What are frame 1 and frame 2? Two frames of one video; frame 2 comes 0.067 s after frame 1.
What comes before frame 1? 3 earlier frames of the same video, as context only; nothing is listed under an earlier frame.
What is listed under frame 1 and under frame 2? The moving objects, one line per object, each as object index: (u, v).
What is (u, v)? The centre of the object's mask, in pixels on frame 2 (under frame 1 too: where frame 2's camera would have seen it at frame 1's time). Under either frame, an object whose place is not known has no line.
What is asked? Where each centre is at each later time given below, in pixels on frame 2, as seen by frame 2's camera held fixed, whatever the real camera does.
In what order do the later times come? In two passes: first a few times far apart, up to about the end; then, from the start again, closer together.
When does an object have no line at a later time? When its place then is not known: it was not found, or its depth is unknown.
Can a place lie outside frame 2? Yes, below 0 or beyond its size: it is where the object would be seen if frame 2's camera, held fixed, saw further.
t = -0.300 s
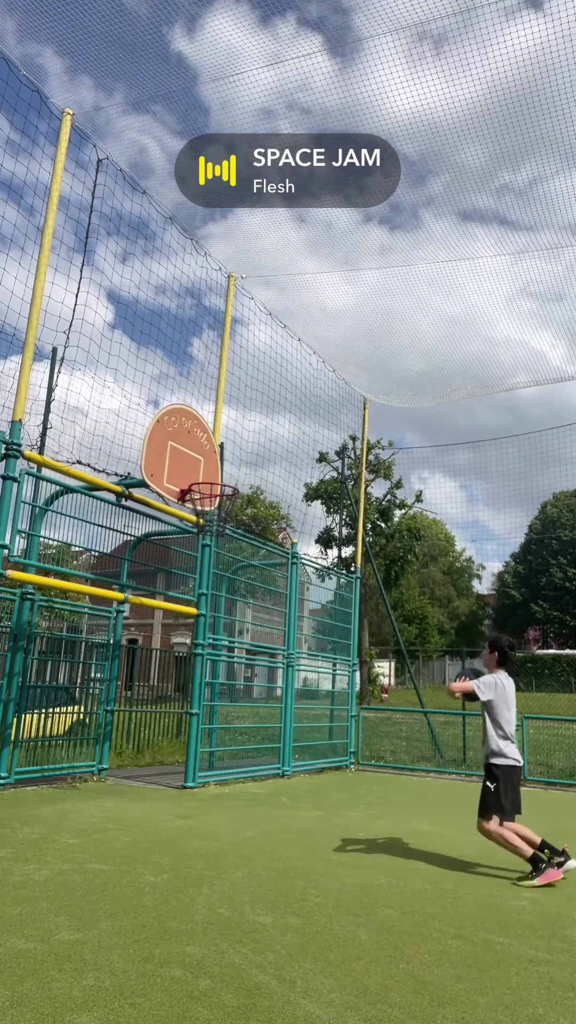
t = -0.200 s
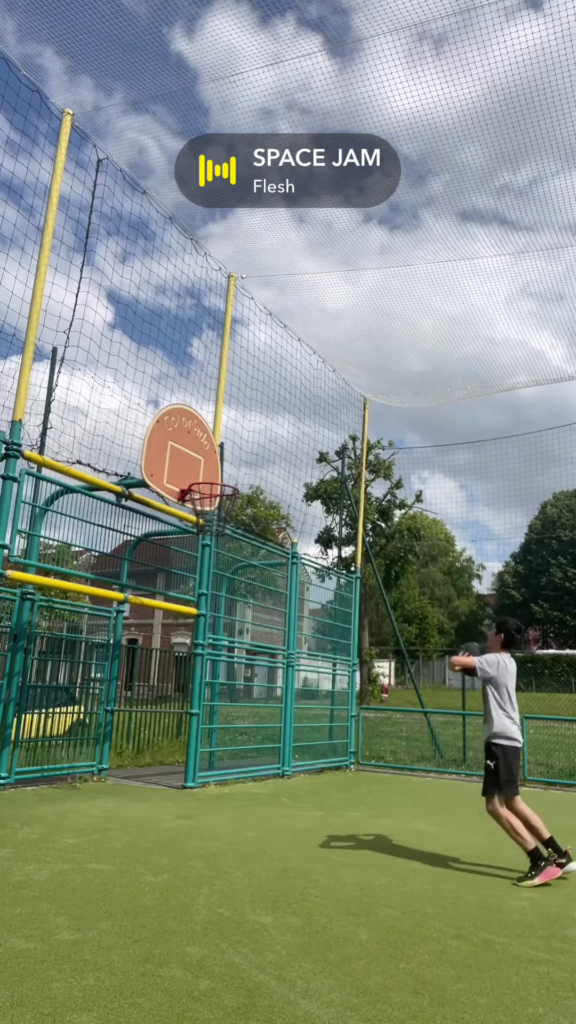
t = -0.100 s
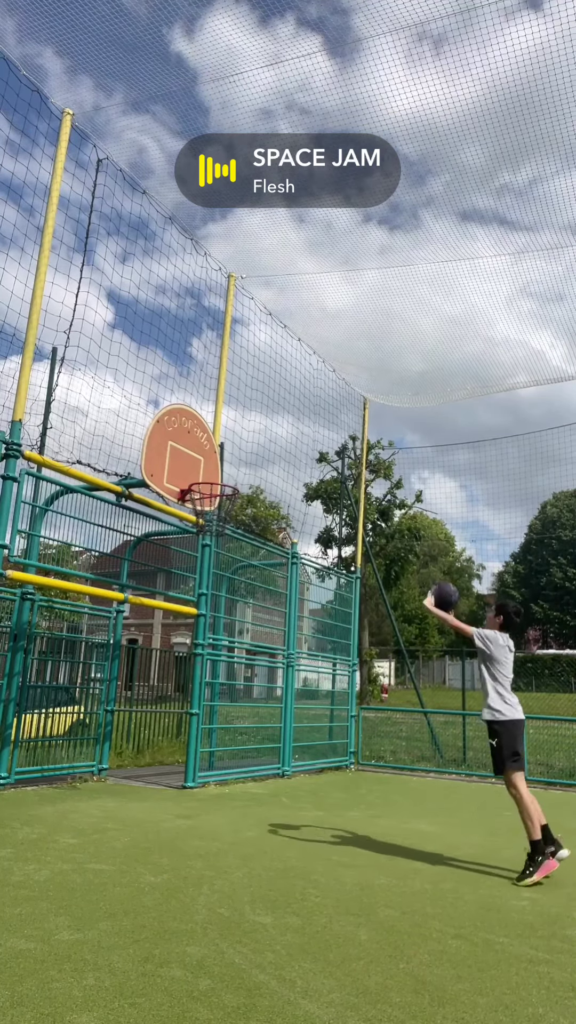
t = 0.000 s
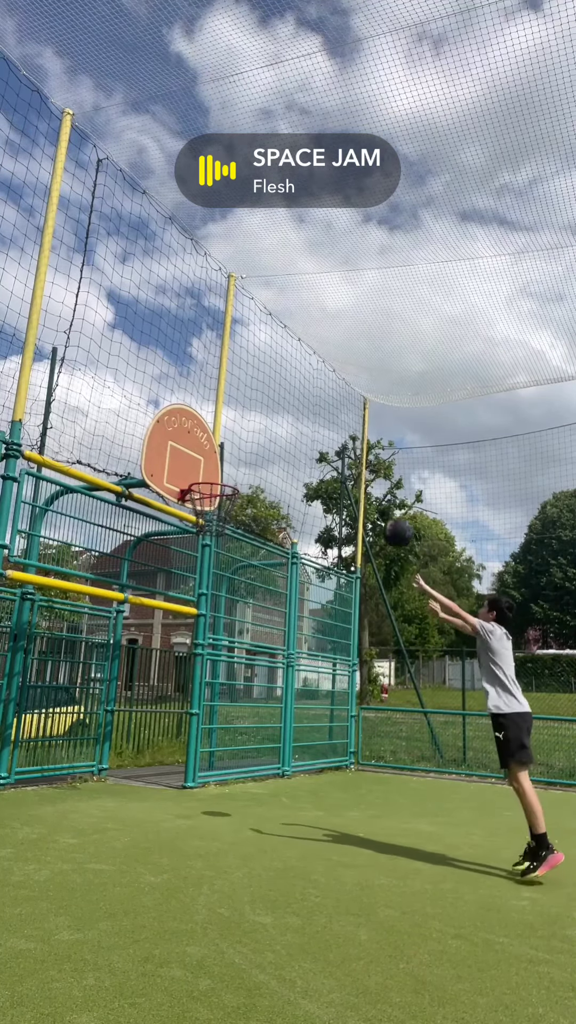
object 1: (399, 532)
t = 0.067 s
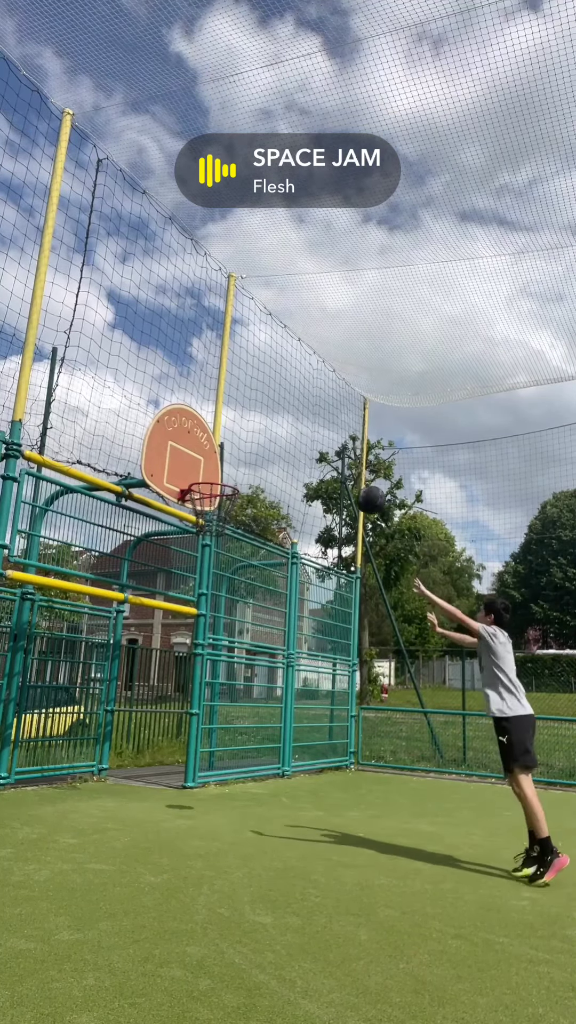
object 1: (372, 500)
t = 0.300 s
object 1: (288, 438)
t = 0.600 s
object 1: (196, 450)
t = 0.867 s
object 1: (224, 472)
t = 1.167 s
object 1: (230, 500)
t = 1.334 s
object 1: (232, 548)
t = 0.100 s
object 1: (358, 487)
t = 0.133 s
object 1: (346, 475)
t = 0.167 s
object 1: (334, 465)
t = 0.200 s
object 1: (322, 456)
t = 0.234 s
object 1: (310, 449)
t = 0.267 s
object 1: (299, 443)
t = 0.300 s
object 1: (288, 438)
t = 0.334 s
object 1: (277, 435)
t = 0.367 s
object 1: (266, 433)
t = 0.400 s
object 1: (256, 432)
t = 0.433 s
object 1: (245, 432)
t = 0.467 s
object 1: (235, 434)
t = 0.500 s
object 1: (225, 436)
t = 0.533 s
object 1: (215, 440)
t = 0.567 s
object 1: (206, 445)
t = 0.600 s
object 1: (196, 450)
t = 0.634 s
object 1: (187, 457)
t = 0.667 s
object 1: (195, 460)
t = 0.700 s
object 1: (203, 465)
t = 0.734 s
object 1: (211, 471)
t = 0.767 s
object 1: (219, 478)
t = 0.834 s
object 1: (223, 474)
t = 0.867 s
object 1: (224, 472)
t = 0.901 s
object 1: (225, 471)
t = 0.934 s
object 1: (227, 471)
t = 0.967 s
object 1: (227, 472)
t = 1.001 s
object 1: (228, 474)
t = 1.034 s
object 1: (229, 476)
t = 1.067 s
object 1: (230, 479)
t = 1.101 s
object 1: (231, 487)
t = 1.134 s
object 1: (231, 493)
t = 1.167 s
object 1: (230, 500)
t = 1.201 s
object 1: (234, 510)
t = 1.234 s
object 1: (235, 519)
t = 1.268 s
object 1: (234, 527)
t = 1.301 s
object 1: (232, 538)
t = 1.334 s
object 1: (232, 548)
